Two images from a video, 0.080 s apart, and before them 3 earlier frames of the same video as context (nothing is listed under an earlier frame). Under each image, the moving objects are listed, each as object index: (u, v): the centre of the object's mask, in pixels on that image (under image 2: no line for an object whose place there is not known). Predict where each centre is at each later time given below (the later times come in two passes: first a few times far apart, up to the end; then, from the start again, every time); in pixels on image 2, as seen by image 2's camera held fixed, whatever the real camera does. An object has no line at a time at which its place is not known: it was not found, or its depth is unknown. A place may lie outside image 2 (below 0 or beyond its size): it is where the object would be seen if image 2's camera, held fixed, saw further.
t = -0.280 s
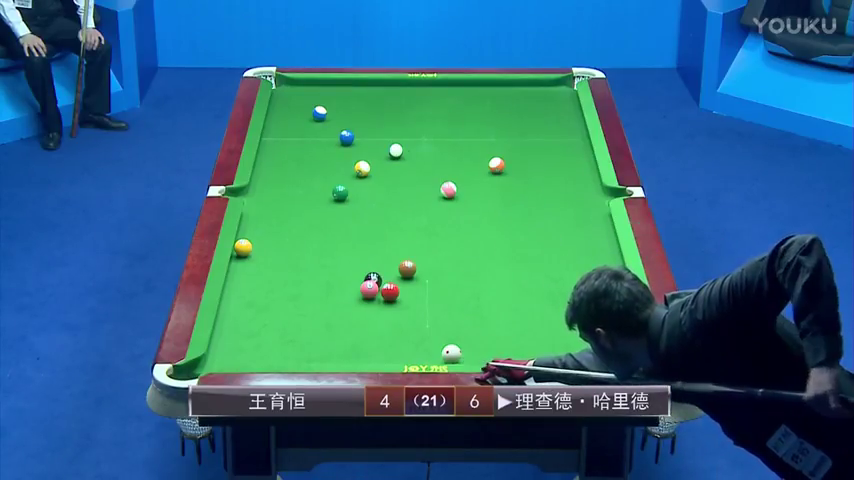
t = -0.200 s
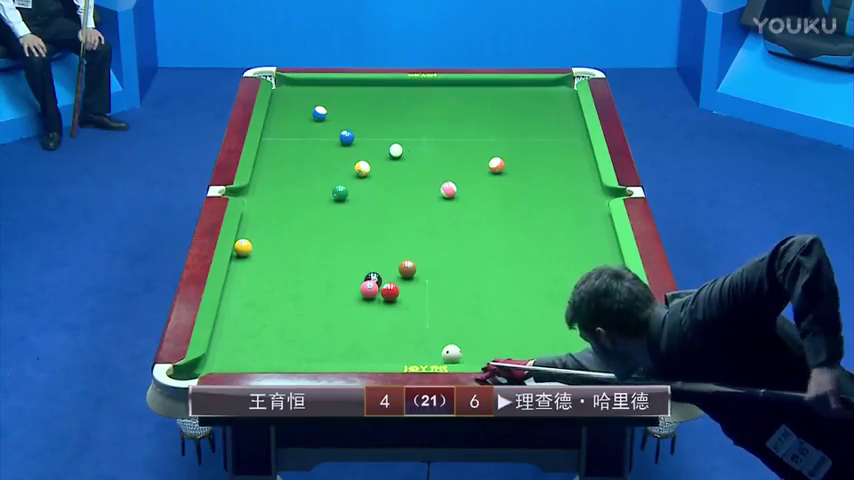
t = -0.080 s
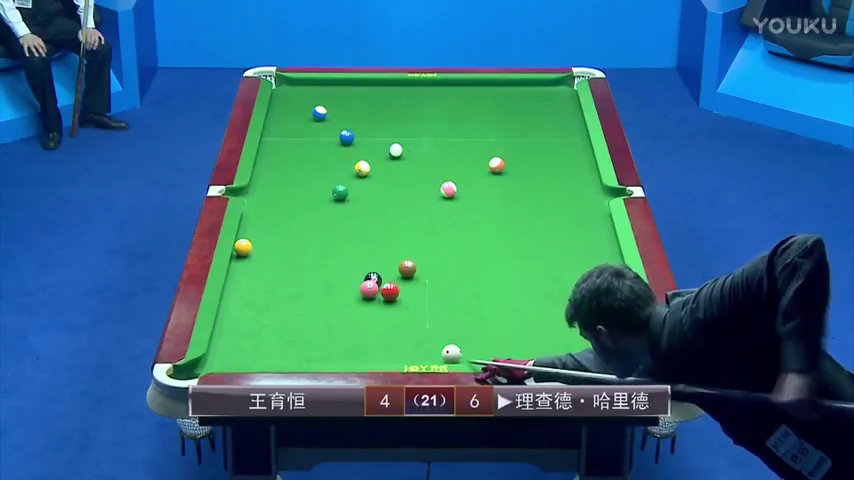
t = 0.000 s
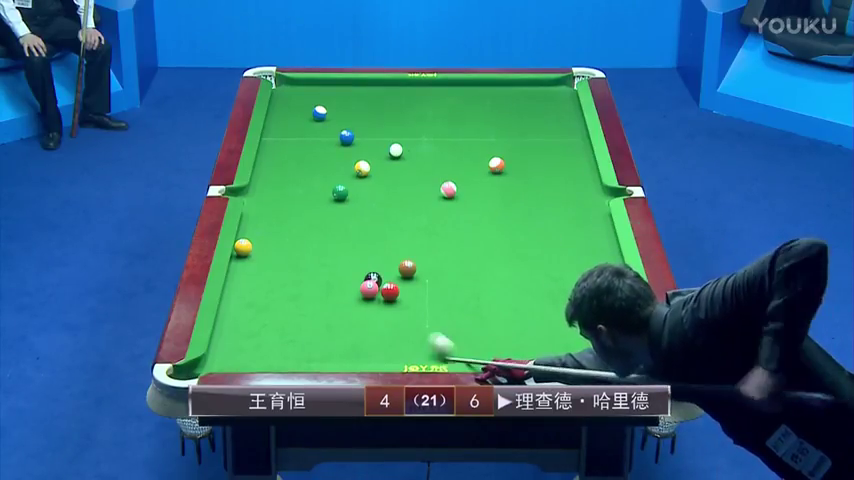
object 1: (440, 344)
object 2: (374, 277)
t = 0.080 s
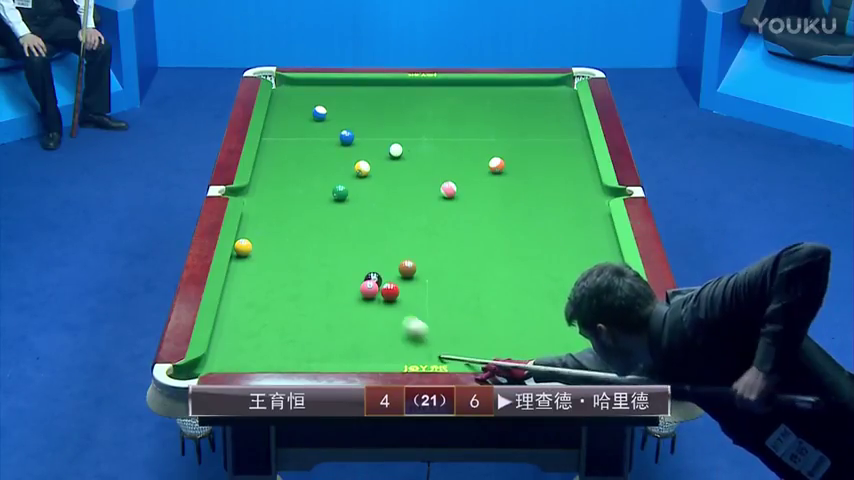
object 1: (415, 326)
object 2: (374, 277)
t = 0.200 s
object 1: (381, 306)
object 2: (374, 277)
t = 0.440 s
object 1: (322, 295)
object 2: (379, 263)
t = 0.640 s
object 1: (276, 293)
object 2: (386, 246)
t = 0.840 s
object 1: (232, 292)
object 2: (392, 231)
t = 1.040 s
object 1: (258, 296)
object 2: (397, 217)
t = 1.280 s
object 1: (289, 300)
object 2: (403, 201)
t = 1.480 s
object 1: (313, 303)
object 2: (408, 189)
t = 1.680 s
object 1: (336, 307)
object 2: (412, 177)
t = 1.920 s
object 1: (362, 310)
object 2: (417, 165)
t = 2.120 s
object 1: (383, 314)
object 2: (420, 156)
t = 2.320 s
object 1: (402, 316)
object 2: (424, 146)
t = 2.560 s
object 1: (425, 319)
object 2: (427, 136)
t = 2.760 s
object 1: (442, 322)
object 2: (430, 129)
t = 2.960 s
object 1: (458, 324)
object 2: (433, 122)
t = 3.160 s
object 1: (473, 326)
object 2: (435, 116)
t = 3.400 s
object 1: (489, 328)
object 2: (438, 108)
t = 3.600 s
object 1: (502, 329)
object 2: (440, 103)
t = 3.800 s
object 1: (513, 331)
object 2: (441, 97)
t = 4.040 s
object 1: (525, 332)
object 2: (444, 92)
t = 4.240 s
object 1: (534, 333)
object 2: (445, 88)
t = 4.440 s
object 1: (541, 334)
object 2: (446, 83)
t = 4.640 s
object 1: (547, 335)
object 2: (447, 85)
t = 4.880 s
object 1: (553, 336)
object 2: (448, 88)
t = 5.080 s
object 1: (556, 337)
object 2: (449, 89)
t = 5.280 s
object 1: (559, 337)
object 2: (450, 91)
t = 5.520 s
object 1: (560, 337)
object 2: (450, 93)
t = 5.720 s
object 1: (559, 337)
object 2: (450, 94)
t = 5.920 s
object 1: (559, 337)
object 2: (450, 94)
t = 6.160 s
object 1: (559, 337)
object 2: (450, 94)
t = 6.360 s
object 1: (559, 337)
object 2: (450, 94)
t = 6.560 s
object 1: (559, 337)
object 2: (450, 94)
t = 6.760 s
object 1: (559, 337)
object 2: (450, 94)
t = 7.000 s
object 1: (559, 337)
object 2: (451, 94)
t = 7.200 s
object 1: (559, 337)
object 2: (450, 94)
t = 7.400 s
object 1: (559, 337)
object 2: (451, 94)
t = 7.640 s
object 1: (559, 337)
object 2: (450, 94)
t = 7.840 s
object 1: (559, 337)
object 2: (451, 94)
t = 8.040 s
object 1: (559, 337)
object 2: (450, 94)
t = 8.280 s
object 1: (559, 337)
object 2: (451, 94)
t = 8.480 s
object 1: (559, 337)
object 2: (451, 94)
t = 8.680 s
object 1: (559, 337)
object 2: (450, 94)
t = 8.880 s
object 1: (559, 337)
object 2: (451, 94)
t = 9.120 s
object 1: (559, 337)
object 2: (451, 94)
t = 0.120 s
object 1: (403, 319)
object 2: (374, 277)
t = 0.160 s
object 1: (392, 312)
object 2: (374, 277)
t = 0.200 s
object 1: (381, 306)
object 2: (374, 277)
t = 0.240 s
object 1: (373, 301)
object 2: (374, 277)
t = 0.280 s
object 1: (360, 297)
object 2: (374, 275)
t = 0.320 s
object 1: (350, 297)
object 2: (375, 273)
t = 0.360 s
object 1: (340, 296)
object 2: (377, 270)
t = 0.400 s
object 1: (331, 296)
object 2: (378, 267)
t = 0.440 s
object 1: (322, 295)
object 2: (379, 263)
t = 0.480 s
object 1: (313, 295)
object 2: (381, 260)
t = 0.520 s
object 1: (303, 294)
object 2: (382, 256)
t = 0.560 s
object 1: (294, 294)
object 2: (383, 253)
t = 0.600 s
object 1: (285, 293)
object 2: (384, 250)
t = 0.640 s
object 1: (276, 293)
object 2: (386, 246)
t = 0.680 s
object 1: (267, 293)
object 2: (387, 243)
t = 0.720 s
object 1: (258, 293)
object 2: (388, 240)
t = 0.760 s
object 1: (249, 292)
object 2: (389, 237)
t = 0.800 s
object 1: (240, 292)
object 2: (390, 234)
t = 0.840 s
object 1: (232, 292)
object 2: (392, 231)
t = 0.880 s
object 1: (236, 293)
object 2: (393, 228)
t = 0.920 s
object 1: (243, 293)
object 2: (394, 225)
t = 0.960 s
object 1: (248, 294)
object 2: (395, 223)
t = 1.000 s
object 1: (253, 295)
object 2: (396, 220)
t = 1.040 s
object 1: (258, 296)
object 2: (397, 217)
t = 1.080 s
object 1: (264, 296)
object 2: (398, 214)
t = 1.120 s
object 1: (269, 297)
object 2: (399, 211)
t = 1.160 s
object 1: (274, 298)
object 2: (400, 209)
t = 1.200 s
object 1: (279, 299)
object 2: (401, 206)
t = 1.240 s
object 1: (284, 299)
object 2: (402, 203)
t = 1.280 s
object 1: (289, 300)
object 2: (403, 201)
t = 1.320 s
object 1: (293, 301)
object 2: (404, 198)
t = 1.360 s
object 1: (298, 301)
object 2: (405, 196)
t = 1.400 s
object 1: (303, 302)
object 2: (406, 193)
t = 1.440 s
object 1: (308, 302)
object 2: (407, 191)
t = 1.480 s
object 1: (313, 303)
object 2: (408, 189)
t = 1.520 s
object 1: (317, 304)
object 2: (409, 186)
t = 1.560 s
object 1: (322, 304)
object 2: (409, 184)
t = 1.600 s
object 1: (326, 305)
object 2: (410, 182)
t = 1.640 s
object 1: (331, 306)
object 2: (411, 180)
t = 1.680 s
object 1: (336, 307)
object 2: (412, 177)
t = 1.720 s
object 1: (340, 307)
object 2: (413, 175)
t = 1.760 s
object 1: (344, 308)
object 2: (414, 173)
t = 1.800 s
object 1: (349, 309)
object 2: (414, 171)
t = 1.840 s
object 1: (353, 309)
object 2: (415, 169)
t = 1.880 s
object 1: (357, 309)
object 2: (416, 167)
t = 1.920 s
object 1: (362, 310)
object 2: (417, 165)
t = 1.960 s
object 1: (366, 311)
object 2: (417, 163)
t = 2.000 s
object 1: (370, 312)
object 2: (418, 161)
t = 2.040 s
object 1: (374, 312)
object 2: (419, 159)
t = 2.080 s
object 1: (378, 313)
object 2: (419, 157)
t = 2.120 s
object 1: (383, 314)
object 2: (420, 156)
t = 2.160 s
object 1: (387, 314)
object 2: (421, 153)
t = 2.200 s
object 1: (391, 314)
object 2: (422, 152)
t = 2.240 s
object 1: (395, 315)
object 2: (422, 150)
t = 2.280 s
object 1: (399, 316)
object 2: (423, 148)
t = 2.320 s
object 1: (402, 316)
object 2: (424, 146)
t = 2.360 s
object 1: (406, 317)
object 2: (424, 144)
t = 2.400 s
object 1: (410, 317)
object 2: (425, 143)
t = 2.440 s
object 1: (414, 318)
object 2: (425, 141)
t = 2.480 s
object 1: (418, 318)
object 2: (426, 140)
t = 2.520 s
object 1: (421, 319)
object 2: (427, 138)
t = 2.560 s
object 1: (425, 319)
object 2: (427, 136)
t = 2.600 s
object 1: (428, 320)
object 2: (428, 135)
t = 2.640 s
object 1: (432, 320)
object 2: (429, 133)
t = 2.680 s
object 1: (435, 321)
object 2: (429, 132)
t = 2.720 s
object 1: (439, 321)
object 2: (430, 130)
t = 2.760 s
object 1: (442, 322)
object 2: (430, 129)
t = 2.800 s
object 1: (445, 322)
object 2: (431, 127)
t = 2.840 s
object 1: (449, 323)
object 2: (431, 126)
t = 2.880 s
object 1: (452, 323)
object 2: (432, 125)
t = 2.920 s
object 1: (455, 324)
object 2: (432, 123)
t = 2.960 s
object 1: (458, 324)
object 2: (433, 122)
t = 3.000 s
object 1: (461, 324)
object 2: (433, 120)
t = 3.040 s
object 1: (464, 325)
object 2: (434, 119)
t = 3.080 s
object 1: (467, 325)
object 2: (434, 118)
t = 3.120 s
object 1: (470, 325)
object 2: (435, 117)
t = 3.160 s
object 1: (473, 326)
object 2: (435, 116)
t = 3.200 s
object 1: (476, 326)
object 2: (436, 114)
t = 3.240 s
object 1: (479, 326)
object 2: (436, 113)
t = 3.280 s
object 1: (481, 327)
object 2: (436, 111)
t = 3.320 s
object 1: (484, 327)
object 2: (437, 111)
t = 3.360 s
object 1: (487, 327)
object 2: (437, 109)
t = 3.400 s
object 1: (489, 328)
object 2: (438, 108)
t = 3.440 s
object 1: (492, 328)
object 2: (438, 107)
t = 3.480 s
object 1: (495, 328)
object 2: (439, 106)
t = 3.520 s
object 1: (497, 329)
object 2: (439, 104)
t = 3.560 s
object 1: (500, 329)
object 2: (439, 103)
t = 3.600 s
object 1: (502, 329)
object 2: (440, 103)
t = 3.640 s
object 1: (504, 330)
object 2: (440, 102)
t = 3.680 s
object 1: (506, 330)
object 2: (440, 101)
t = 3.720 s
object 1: (509, 331)
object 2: (441, 100)
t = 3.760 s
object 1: (511, 330)
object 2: (441, 98)
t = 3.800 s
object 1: (513, 331)
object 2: (441, 97)
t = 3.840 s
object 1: (515, 331)
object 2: (442, 96)
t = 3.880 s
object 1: (517, 331)
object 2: (442, 96)
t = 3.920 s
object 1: (519, 331)
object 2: (443, 95)
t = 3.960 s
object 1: (521, 332)
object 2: (443, 94)
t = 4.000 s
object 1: (523, 332)
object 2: (443, 93)
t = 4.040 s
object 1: (525, 332)
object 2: (444, 92)
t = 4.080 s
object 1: (527, 333)
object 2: (444, 91)
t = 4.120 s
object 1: (529, 333)
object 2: (444, 90)
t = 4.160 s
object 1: (531, 333)
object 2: (444, 89)
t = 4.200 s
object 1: (532, 333)
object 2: (444, 89)
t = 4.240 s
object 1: (534, 333)
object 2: (445, 88)
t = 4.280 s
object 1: (536, 333)
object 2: (445, 87)
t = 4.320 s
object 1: (537, 334)
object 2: (445, 86)
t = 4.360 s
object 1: (538, 334)
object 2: (446, 86)
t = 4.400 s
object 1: (540, 334)
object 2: (446, 84)
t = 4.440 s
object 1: (541, 334)
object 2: (446, 83)
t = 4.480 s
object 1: (543, 334)
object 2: (446, 83)
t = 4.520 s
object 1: (544, 334)
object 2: (446, 83)
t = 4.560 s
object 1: (545, 335)
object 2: (447, 84)
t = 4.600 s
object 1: (546, 335)
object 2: (447, 84)
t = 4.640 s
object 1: (547, 335)
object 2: (447, 85)
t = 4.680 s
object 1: (548, 335)
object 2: (447, 86)
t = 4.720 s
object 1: (549, 335)
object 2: (447, 86)
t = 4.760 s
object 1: (550, 336)
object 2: (448, 87)
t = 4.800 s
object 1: (551, 336)
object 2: (448, 87)
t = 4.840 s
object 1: (552, 336)
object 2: (448, 87)
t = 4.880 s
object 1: (553, 336)
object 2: (448, 88)
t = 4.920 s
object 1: (554, 336)
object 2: (448, 88)
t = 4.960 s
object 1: (555, 336)
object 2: (448, 88)
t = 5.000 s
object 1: (555, 336)
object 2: (448, 89)
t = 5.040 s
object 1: (556, 336)
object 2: (449, 89)
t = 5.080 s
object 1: (556, 337)
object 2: (449, 89)
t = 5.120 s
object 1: (557, 337)
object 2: (449, 89)
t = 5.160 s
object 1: (557, 337)
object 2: (449, 89)
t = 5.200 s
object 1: (558, 337)
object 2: (449, 90)
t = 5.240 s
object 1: (558, 337)
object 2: (450, 90)
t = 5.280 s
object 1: (559, 337)
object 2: (450, 91)
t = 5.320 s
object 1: (559, 337)
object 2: (450, 91)
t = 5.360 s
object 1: (559, 337)
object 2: (450, 91)
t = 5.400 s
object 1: (560, 337)
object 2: (450, 92)
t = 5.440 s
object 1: (560, 337)
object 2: (450, 92)
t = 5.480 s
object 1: (560, 337)
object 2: (450, 92)
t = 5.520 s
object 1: (560, 337)
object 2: (450, 93)
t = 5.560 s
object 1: (560, 337)
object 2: (450, 93)
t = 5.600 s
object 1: (560, 337)
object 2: (450, 93)
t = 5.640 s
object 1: (560, 337)
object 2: (450, 93)
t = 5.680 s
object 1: (560, 337)
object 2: (450, 93)
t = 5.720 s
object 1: (559, 337)
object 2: (450, 94)
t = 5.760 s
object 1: (559, 337)
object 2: (450, 94)
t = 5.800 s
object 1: (559, 337)
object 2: (450, 94)
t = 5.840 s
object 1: (559, 337)
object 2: (450, 94)
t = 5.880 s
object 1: (559, 337)
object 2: (450, 94)
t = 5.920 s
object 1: (559, 337)
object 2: (450, 94)
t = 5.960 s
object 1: (559, 337)
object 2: (450, 94)
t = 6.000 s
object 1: (559, 337)
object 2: (450, 94)
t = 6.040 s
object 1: (559, 337)
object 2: (450, 94)
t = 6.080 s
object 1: (559, 337)
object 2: (450, 94)
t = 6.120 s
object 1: (559, 337)
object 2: (450, 94)
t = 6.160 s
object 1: (559, 337)
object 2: (450, 94)
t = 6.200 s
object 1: (559, 337)
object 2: (450, 94)
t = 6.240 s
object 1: (559, 337)
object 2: (450, 94)
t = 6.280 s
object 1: (559, 337)
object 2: (450, 94)
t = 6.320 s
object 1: (559, 337)
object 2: (450, 94)
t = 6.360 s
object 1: (559, 337)
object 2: (450, 94)
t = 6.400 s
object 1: (559, 337)
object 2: (451, 94)
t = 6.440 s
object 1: (559, 337)
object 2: (450, 94)
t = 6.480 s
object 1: (559, 337)
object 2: (450, 94)
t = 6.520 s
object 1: (559, 337)
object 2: (451, 94)
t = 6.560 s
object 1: (559, 337)
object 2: (450, 94)
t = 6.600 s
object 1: (559, 337)
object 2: (450, 94)
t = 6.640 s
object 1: (559, 337)
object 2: (450, 94)
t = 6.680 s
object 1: (559, 337)
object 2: (450, 94)
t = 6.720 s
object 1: (559, 337)
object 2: (451, 94)
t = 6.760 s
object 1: (559, 337)
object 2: (450, 94)
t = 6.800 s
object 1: (559, 337)
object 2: (450, 94)
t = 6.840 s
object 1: (559, 337)
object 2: (451, 94)
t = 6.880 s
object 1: (559, 337)
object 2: (451, 94)
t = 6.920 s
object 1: (559, 337)
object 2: (451, 94)
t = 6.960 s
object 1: (559, 337)
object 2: (450, 94)
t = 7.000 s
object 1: (559, 337)
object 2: (451, 94)
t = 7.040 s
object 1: (559, 337)
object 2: (450, 94)
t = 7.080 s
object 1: (559, 337)
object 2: (450, 94)
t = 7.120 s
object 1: (559, 337)
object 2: (450, 94)
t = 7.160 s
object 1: (559, 337)
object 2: (450, 94)
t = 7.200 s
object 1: (559, 337)
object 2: (450, 94)
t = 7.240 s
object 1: (559, 337)
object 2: (450, 94)
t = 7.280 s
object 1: (559, 337)
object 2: (451, 94)
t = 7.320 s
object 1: (559, 337)
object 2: (451, 94)
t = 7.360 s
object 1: (559, 337)
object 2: (451, 94)
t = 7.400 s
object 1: (559, 337)
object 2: (451, 94)
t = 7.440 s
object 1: (559, 337)
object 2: (451, 94)
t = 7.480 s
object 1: (559, 337)
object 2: (450, 94)
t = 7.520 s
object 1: (559, 337)
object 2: (450, 94)
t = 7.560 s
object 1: (559, 337)
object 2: (450, 94)
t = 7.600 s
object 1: (559, 337)
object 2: (450, 94)
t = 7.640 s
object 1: (559, 337)
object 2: (450, 94)
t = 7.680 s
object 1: (559, 337)
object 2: (450, 94)
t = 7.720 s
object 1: (559, 337)
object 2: (451, 94)
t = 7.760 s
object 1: (559, 337)
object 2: (451, 94)
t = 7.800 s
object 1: (559, 337)
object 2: (450, 94)
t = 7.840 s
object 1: (559, 337)
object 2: (451, 94)
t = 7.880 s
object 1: (559, 337)
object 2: (451, 94)
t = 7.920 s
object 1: (559, 337)
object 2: (451, 94)
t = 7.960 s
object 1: (559, 337)
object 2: (450, 94)
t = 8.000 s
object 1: (559, 337)
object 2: (451, 94)
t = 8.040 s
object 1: (559, 337)
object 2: (450, 94)
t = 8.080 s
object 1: (559, 337)
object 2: (450, 94)
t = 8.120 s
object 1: (559, 337)
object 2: (450, 94)
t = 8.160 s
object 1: (559, 337)
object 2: (450, 94)
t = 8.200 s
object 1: (559, 337)
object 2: (451, 94)
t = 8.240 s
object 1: (559, 337)
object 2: (450, 94)
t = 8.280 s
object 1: (559, 337)
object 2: (451, 94)
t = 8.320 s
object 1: (559, 337)
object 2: (451, 94)
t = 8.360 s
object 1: (559, 337)
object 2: (451, 94)
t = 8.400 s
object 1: (559, 337)
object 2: (451, 94)
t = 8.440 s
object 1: (559, 337)
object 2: (450, 94)
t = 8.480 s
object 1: (559, 337)
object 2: (451, 94)
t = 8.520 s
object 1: (559, 337)
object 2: (450, 94)
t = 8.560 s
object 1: (559, 337)
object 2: (451, 94)
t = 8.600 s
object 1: (559, 337)
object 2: (451, 94)
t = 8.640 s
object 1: (559, 337)
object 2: (450, 94)
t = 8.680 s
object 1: (559, 337)
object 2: (450, 94)
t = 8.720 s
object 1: (559, 337)
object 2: (451, 94)
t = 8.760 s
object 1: (559, 337)
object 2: (450, 94)
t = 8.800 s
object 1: (559, 337)
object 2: (451, 94)
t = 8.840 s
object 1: (559, 337)
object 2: (451, 94)
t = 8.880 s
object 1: (559, 337)
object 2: (451, 94)
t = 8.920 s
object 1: (559, 337)
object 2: (451, 94)
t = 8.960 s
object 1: (559, 337)
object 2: (451, 94)
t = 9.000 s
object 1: (559, 337)
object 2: (451, 94)
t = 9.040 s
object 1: (559, 337)
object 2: (451, 94)
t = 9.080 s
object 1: (559, 337)
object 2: (450, 94)
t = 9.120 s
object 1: (559, 337)
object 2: (451, 94)
